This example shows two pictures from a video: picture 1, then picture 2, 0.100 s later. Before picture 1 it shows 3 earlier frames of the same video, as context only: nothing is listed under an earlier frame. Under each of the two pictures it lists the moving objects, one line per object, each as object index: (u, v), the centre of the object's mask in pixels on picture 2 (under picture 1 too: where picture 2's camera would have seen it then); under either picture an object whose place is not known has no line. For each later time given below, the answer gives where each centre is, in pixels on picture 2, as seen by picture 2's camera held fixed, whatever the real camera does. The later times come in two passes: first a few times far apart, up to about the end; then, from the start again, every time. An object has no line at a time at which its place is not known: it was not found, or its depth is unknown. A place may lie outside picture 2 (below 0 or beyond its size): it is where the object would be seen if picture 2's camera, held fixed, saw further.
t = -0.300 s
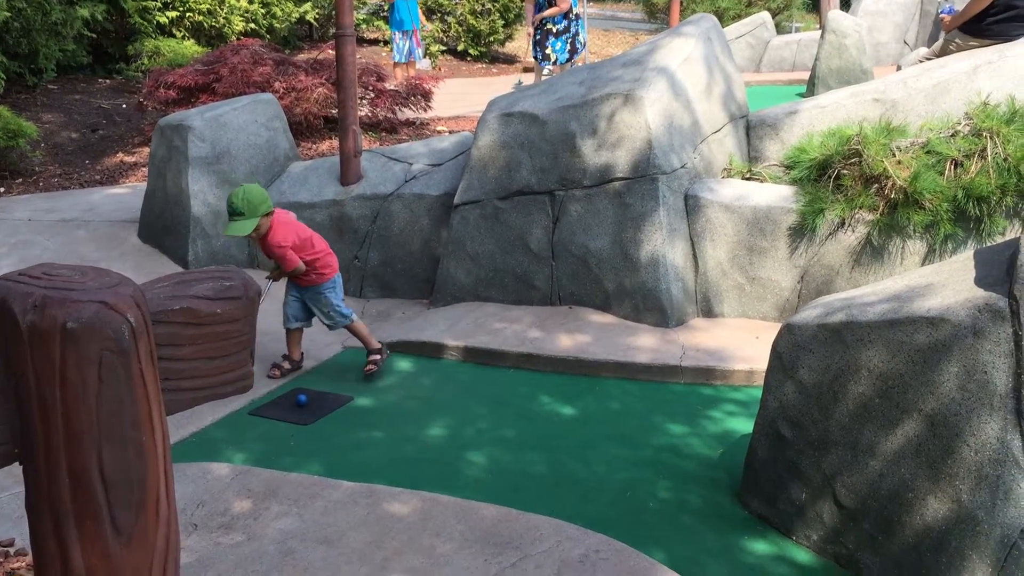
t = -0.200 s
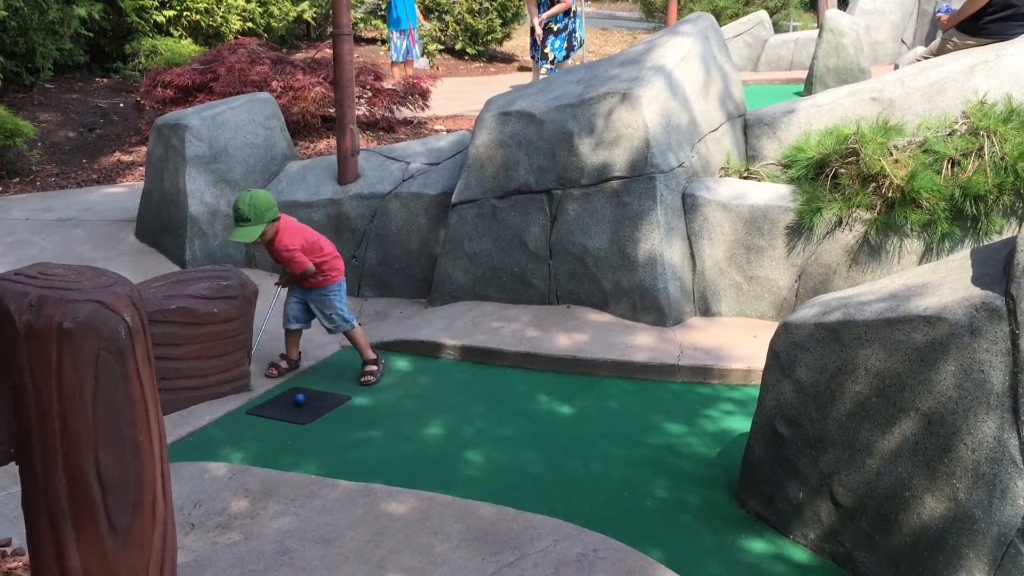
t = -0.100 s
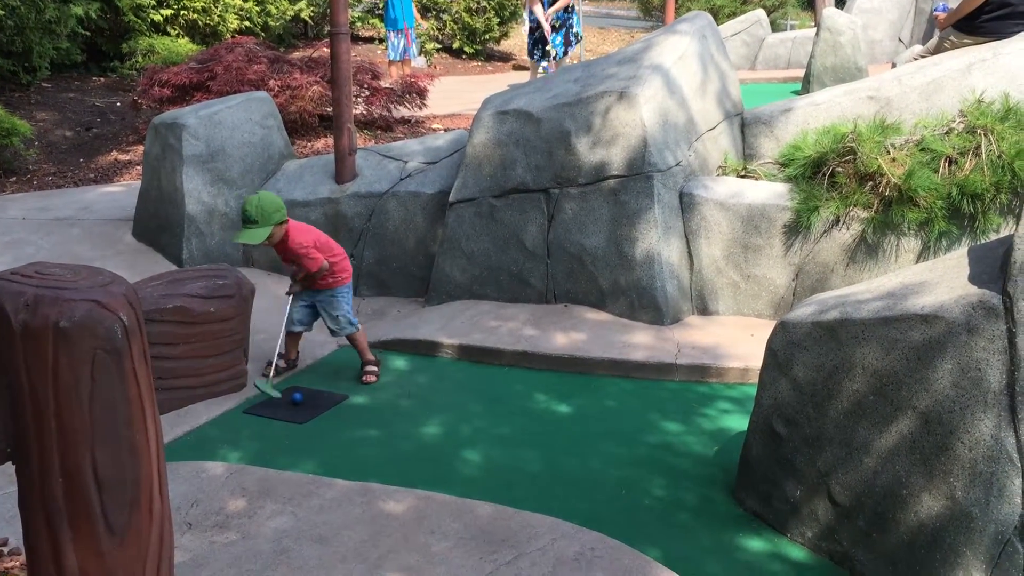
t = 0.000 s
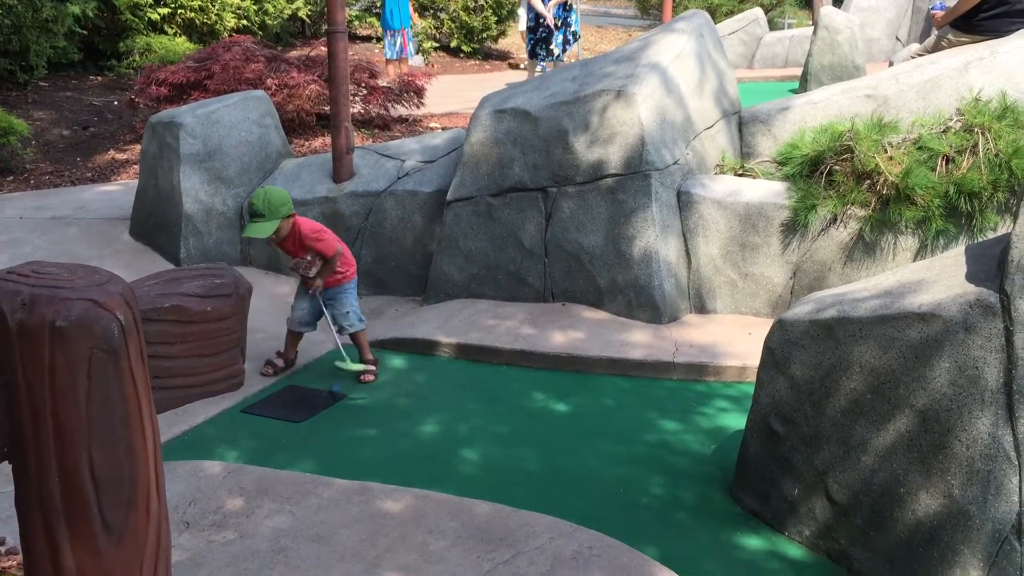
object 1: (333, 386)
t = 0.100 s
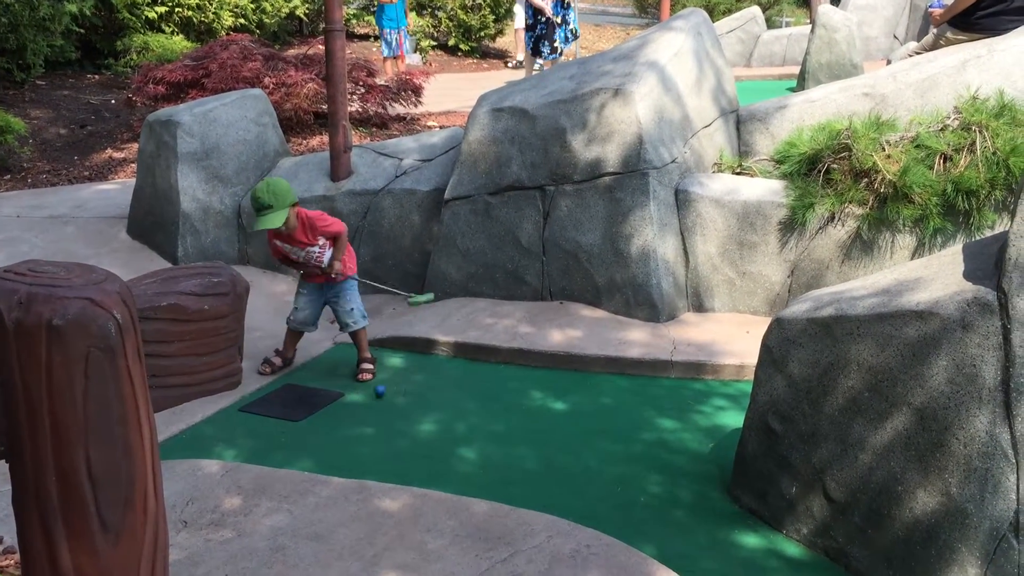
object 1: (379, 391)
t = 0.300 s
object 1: (470, 389)
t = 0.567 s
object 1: (591, 388)
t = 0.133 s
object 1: (395, 392)
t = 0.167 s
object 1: (410, 390)
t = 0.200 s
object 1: (425, 390)
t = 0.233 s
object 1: (440, 390)
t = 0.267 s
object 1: (455, 390)
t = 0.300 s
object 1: (470, 389)
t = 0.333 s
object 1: (485, 389)
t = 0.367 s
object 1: (500, 389)
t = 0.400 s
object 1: (516, 389)
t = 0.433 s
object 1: (531, 388)
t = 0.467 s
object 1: (546, 388)
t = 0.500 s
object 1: (561, 388)
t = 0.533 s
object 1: (576, 388)
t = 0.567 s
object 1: (591, 388)
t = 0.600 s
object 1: (606, 388)
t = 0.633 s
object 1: (621, 387)
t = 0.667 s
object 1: (636, 386)
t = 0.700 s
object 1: (651, 386)
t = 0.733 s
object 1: (667, 386)
